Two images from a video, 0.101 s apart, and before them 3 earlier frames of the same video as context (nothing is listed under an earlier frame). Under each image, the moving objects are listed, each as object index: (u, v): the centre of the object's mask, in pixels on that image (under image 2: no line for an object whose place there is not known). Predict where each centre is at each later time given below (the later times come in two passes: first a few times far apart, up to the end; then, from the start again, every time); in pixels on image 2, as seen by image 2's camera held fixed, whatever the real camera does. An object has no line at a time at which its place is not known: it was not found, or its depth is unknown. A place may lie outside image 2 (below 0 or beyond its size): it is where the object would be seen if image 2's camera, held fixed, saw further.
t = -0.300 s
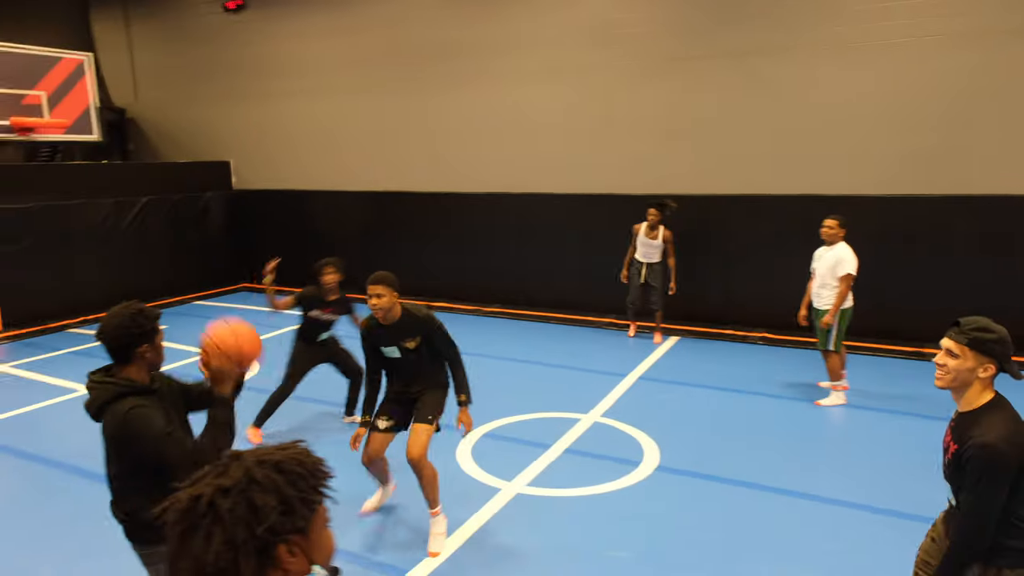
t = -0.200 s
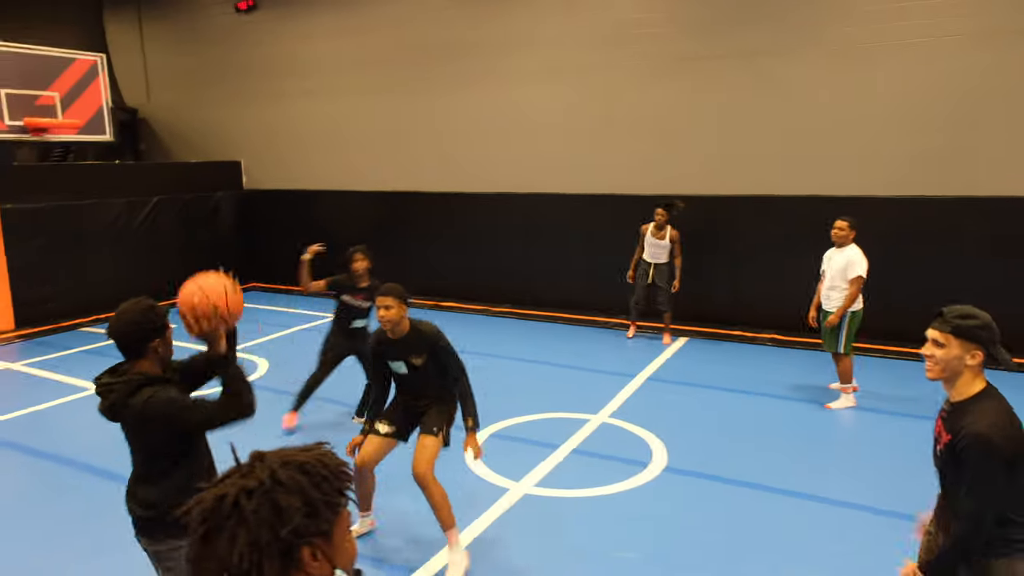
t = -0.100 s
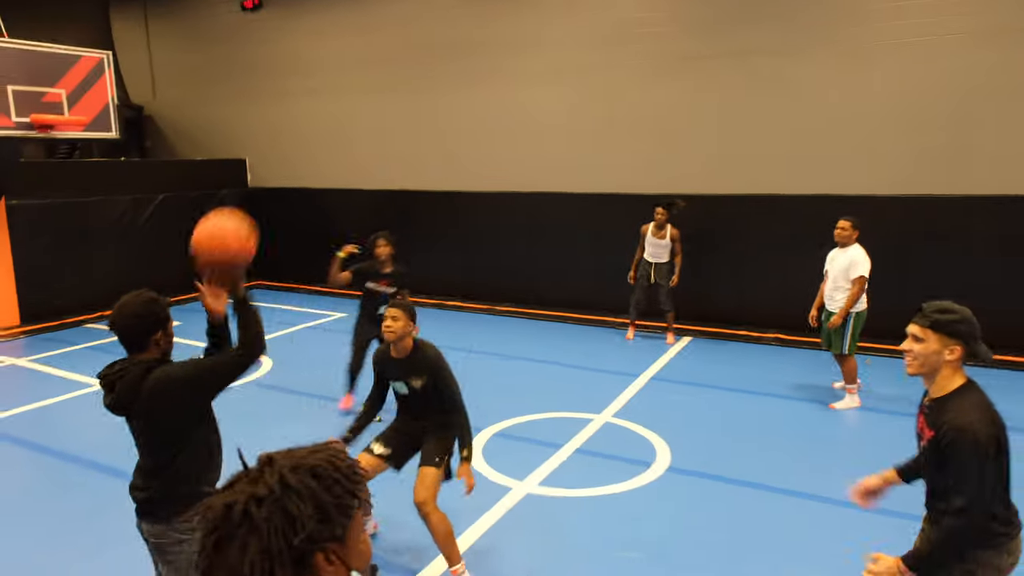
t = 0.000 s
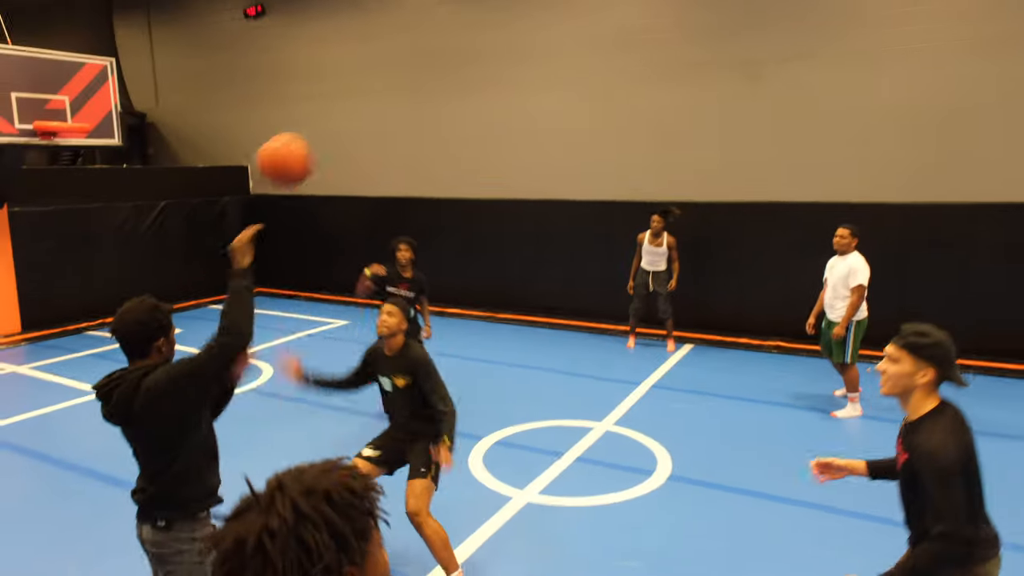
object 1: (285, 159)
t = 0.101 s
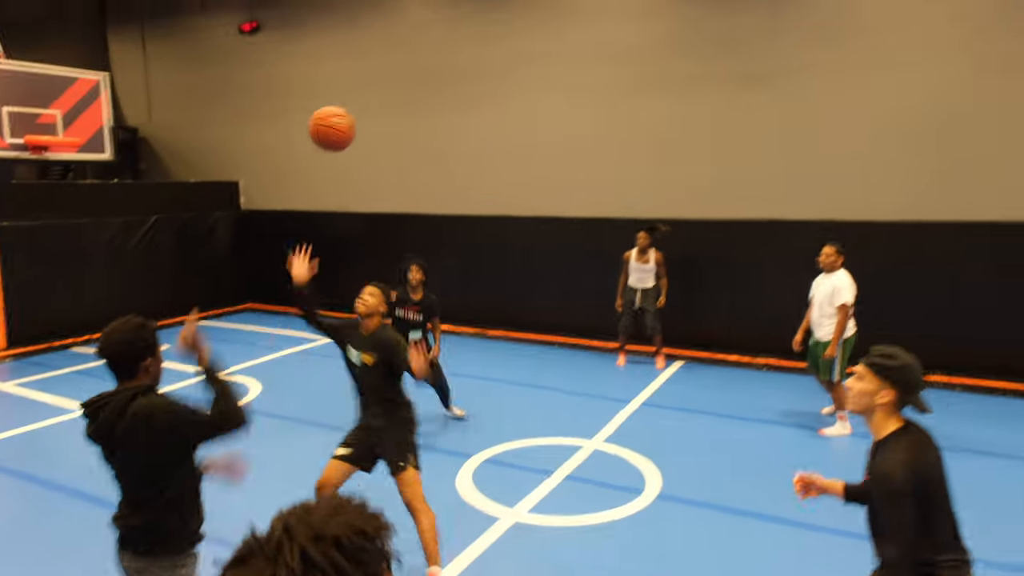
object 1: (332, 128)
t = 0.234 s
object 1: (385, 108)
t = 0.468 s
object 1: (439, 143)
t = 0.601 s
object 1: (463, 184)
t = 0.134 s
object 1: (347, 118)
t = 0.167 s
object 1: (361, 112)
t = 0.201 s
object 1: (374, 109)
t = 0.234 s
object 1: (385, 108)
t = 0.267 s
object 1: (395, 109)
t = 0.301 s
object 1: (405, 111)
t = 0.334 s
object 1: (412, 115)
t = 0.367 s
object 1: (421, 121)
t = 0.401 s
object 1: (428, 127)
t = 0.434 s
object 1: (433, 134)
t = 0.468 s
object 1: (439, 143)
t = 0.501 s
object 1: (446, 152)
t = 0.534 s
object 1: (452, 163)
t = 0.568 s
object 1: (457, 174)
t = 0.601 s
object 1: (463, 184)
